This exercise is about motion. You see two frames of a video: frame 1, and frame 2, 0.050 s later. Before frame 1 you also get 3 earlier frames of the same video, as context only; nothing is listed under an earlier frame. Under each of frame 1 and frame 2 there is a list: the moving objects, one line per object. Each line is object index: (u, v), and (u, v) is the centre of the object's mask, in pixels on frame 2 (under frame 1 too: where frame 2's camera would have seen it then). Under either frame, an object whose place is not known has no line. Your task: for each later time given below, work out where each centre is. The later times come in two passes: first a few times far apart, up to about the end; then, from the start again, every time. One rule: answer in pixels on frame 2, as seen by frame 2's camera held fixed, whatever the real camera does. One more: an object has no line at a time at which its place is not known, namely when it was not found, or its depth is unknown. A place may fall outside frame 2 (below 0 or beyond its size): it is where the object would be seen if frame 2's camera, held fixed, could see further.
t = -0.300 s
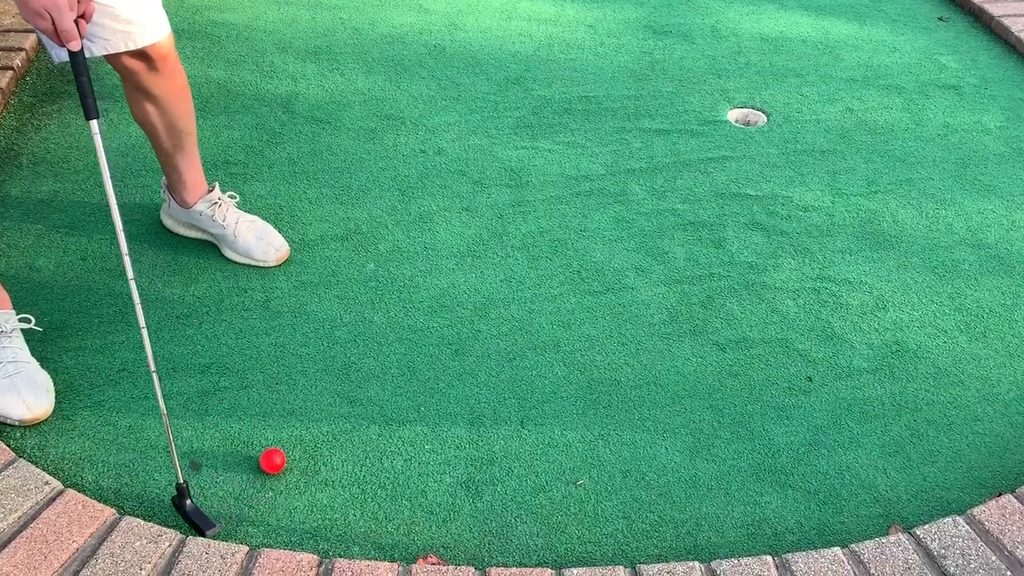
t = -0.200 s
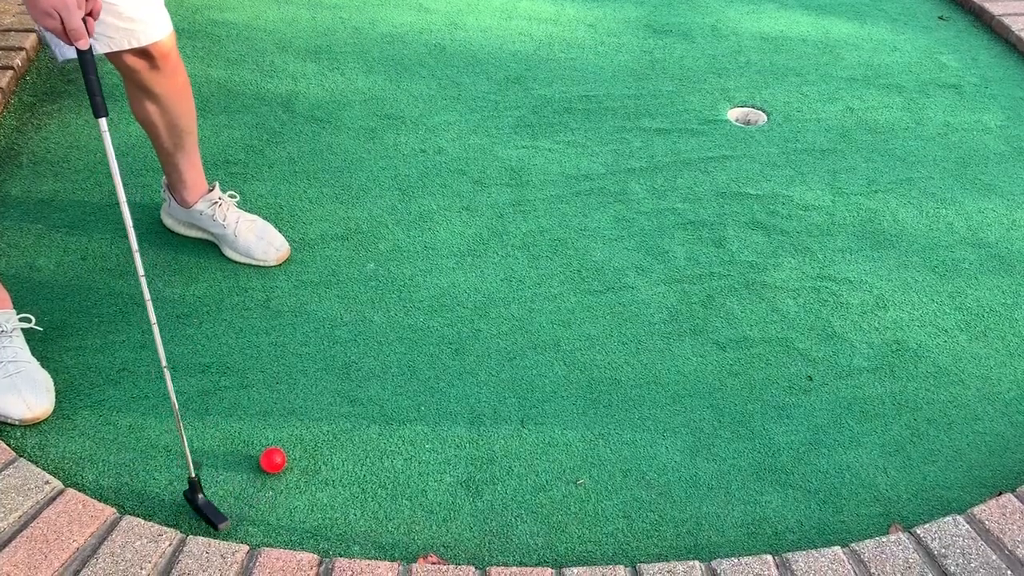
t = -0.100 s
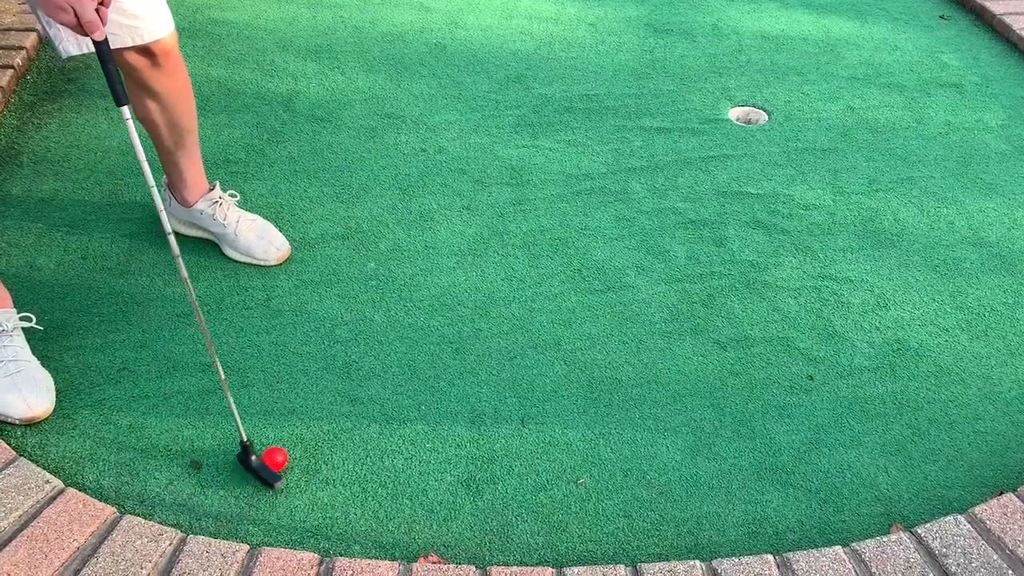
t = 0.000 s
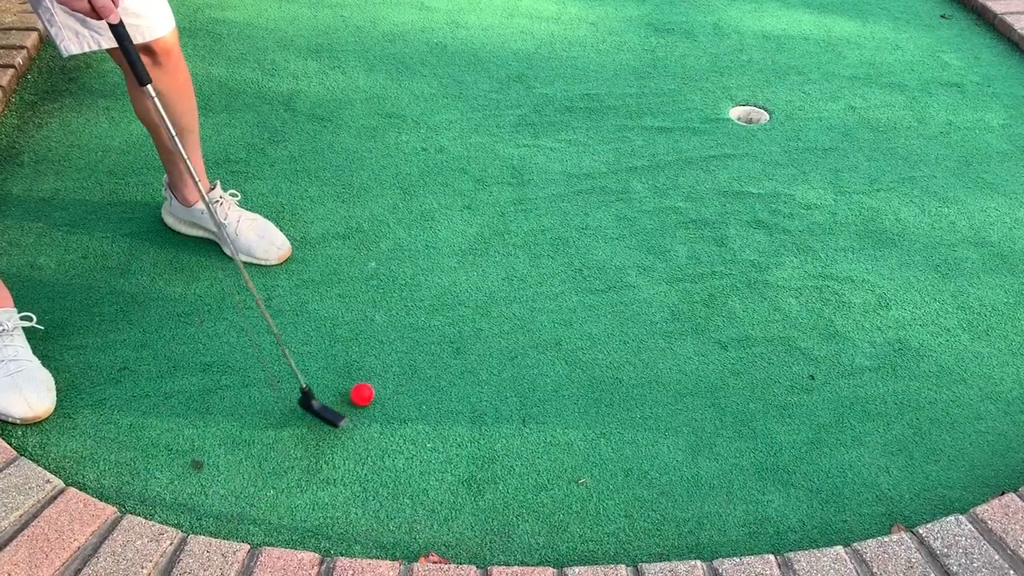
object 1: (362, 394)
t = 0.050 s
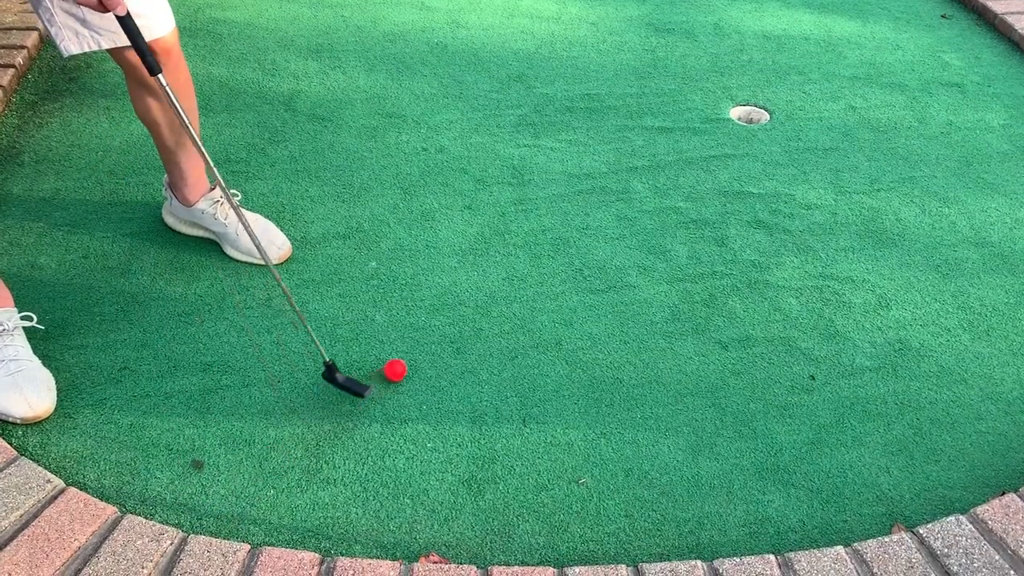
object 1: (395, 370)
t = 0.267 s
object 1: (509, 286)
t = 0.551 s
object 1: (620, 204)
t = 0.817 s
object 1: (701, 147)
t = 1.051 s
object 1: (754, 117)
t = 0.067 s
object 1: (405, 363)
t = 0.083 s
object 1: (414, 355)
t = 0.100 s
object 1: (424, 348)
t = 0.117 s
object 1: (433, 342)
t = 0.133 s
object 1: (443, 335)
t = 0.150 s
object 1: (451, 328)
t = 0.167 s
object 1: (460, 322)
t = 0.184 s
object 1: (469, 316)
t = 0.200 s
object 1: (477, 310)
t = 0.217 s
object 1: (485, 304)
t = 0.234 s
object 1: (493, 297)
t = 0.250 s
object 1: (501, 291)
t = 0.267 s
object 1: (509, 286)
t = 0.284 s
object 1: (516, 281)
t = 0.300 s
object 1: (524, 276)
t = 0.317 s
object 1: (531, 270)
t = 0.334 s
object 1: (538, 264)
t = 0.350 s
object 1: (545, 260)
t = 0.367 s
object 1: (552, 254)
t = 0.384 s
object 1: (559, 249)
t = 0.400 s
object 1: (565, 244)
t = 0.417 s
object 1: (572, 239)
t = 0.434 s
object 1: (579, 234)
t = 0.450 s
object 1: (585, 230)
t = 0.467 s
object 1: (591, 226)
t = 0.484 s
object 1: (596, 222)
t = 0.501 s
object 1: (603, 217)
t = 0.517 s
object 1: (609, 213)
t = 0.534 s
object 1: (615, 209)
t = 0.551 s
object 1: (620, 204)
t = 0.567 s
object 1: (626, 200)
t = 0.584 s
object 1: (631, 197)
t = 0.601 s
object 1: (637, 192)
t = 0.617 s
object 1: (642, 188)
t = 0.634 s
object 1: (648, 185)
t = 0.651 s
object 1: (653, 181)
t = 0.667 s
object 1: (658, 177)
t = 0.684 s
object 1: (663, 174)
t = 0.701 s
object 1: (668, 170)
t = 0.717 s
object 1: (673, 166)
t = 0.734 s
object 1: (677, 163)
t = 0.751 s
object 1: (682, 160)
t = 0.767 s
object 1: (687, 156)
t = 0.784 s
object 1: (692, 153)
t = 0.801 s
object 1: (696, 150)
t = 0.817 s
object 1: (701, 147)
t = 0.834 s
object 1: (705, 144)
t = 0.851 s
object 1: (709, 141)
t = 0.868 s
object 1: (713, 138)
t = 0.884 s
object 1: (717, 136)
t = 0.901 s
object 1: (722, 132)
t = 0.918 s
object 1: (726, 129)
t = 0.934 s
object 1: (729, 127)
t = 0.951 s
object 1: (733, 123)
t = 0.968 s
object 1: (738, 120)
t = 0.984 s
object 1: (742, 118)
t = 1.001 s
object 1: (745, 116)
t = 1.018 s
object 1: (749, 116)
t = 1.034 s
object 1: (752, 116)
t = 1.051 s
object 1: (754, 117)
